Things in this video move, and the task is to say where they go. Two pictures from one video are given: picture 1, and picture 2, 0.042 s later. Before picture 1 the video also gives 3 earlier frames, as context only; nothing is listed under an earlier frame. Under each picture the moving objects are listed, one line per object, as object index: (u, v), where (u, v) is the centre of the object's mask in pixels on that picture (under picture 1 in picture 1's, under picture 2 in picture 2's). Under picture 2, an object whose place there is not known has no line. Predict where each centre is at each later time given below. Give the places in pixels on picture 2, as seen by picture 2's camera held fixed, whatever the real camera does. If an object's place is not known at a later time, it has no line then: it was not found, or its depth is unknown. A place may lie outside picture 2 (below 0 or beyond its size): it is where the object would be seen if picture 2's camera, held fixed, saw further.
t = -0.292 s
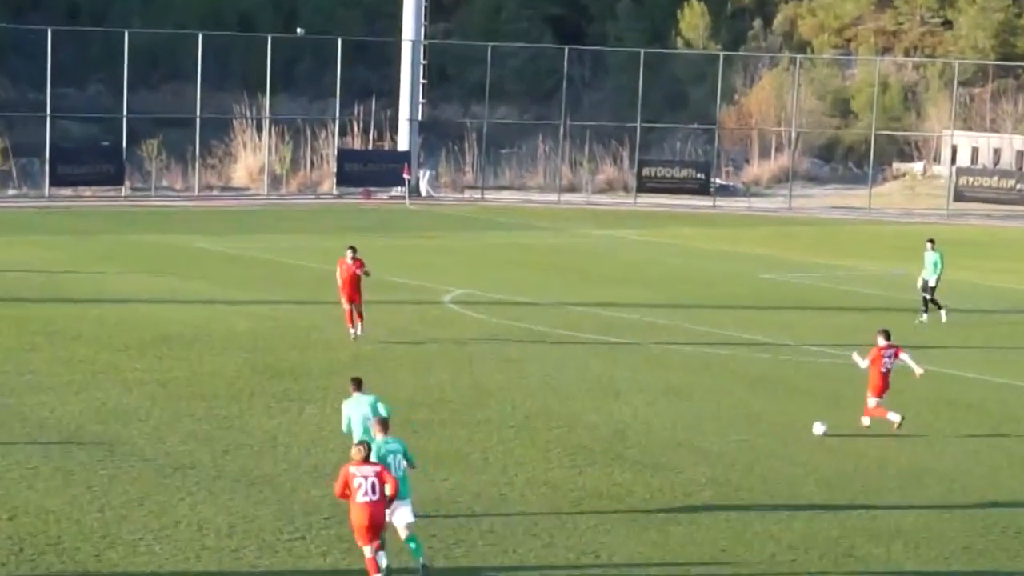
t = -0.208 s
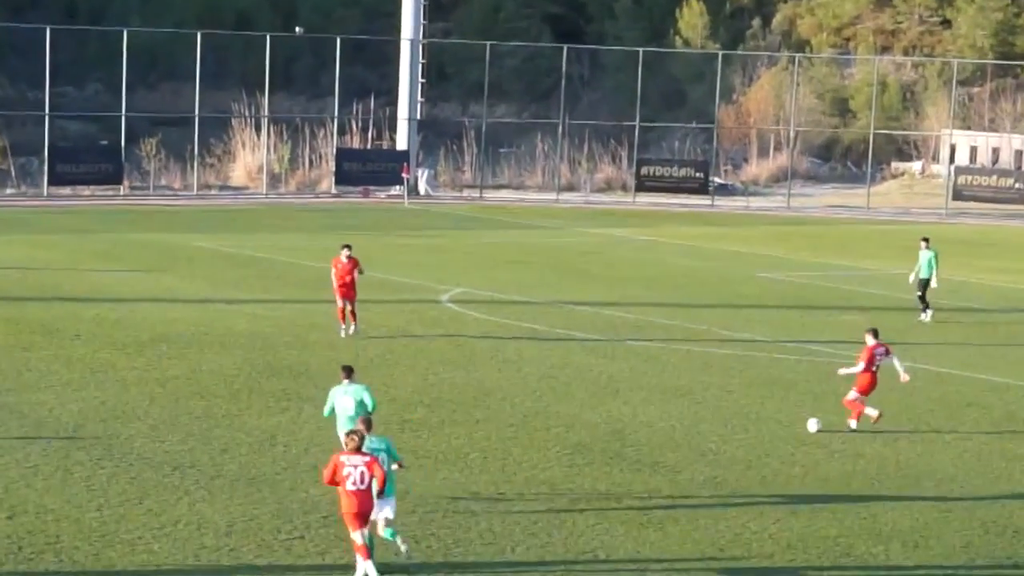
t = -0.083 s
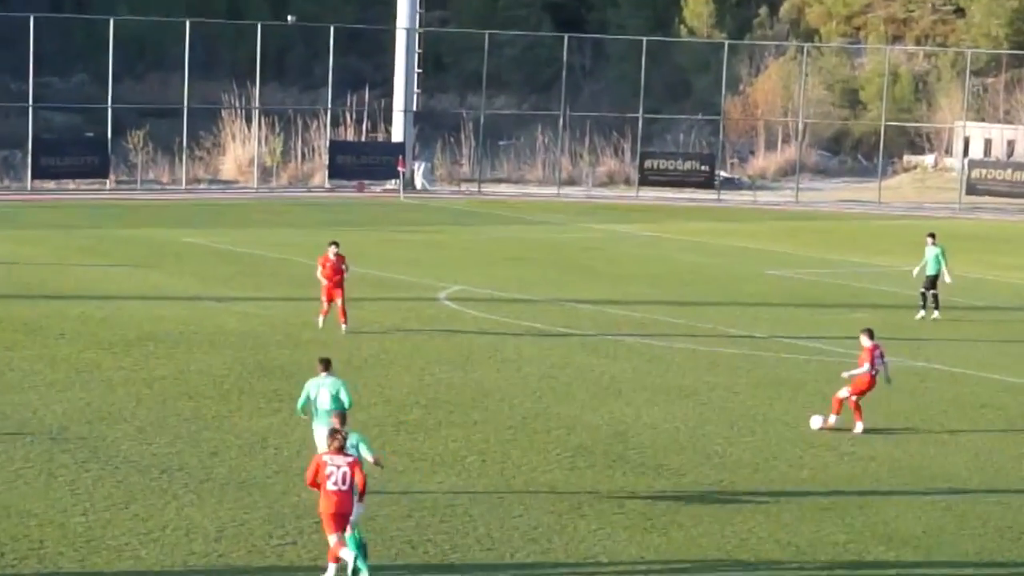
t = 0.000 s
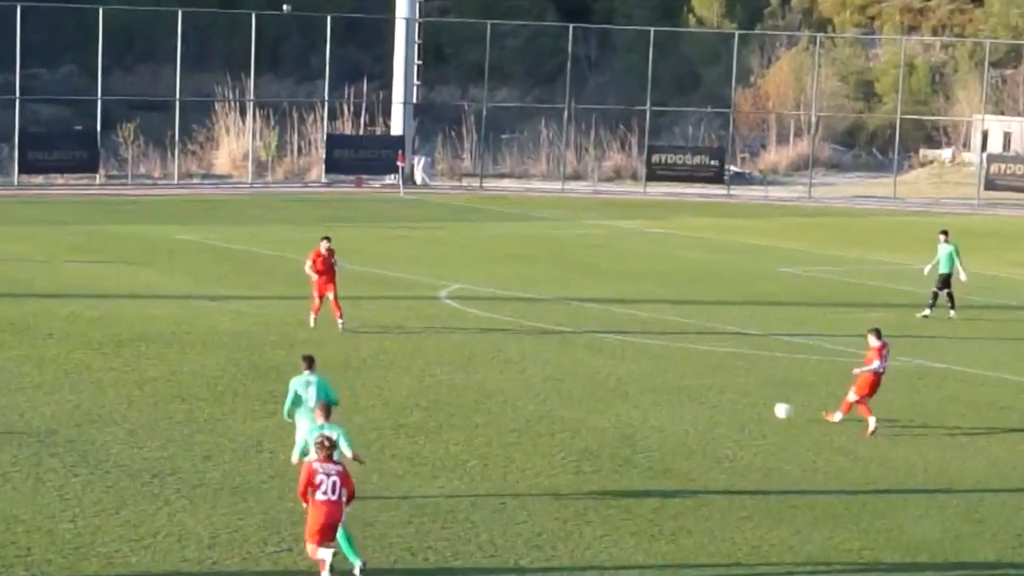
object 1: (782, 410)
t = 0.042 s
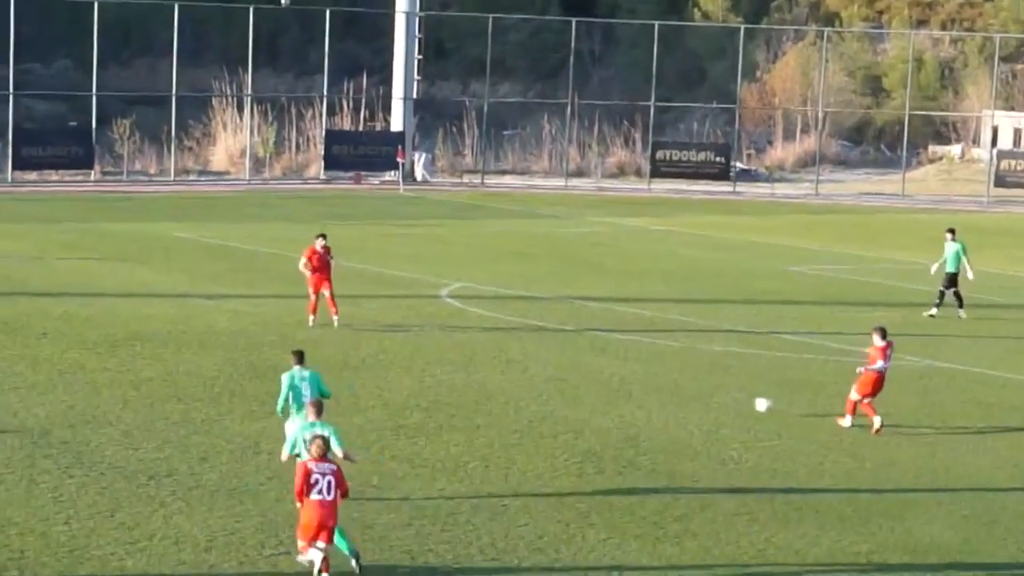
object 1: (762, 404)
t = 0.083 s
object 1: (737, 399)
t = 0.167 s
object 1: (689, 392)
